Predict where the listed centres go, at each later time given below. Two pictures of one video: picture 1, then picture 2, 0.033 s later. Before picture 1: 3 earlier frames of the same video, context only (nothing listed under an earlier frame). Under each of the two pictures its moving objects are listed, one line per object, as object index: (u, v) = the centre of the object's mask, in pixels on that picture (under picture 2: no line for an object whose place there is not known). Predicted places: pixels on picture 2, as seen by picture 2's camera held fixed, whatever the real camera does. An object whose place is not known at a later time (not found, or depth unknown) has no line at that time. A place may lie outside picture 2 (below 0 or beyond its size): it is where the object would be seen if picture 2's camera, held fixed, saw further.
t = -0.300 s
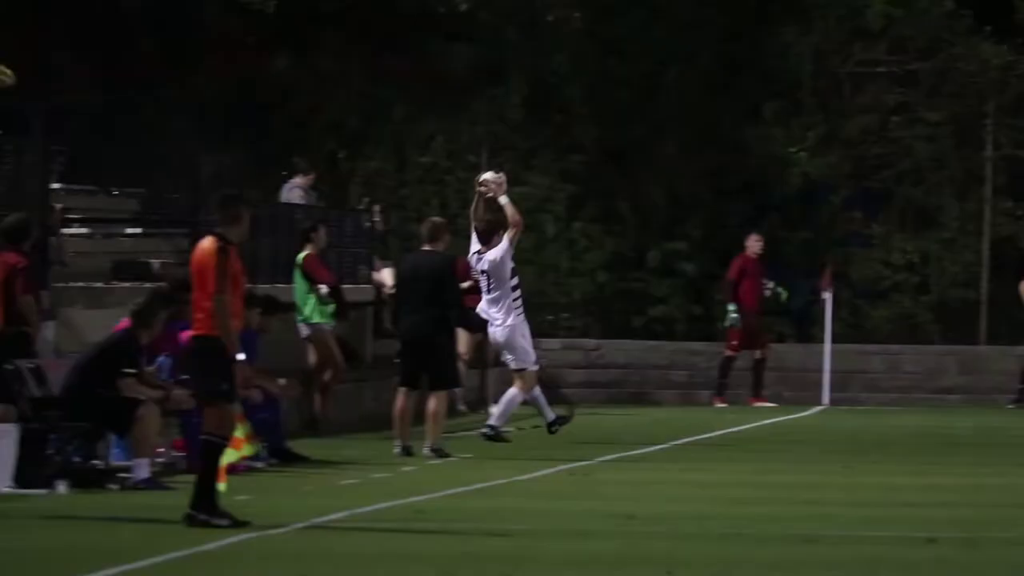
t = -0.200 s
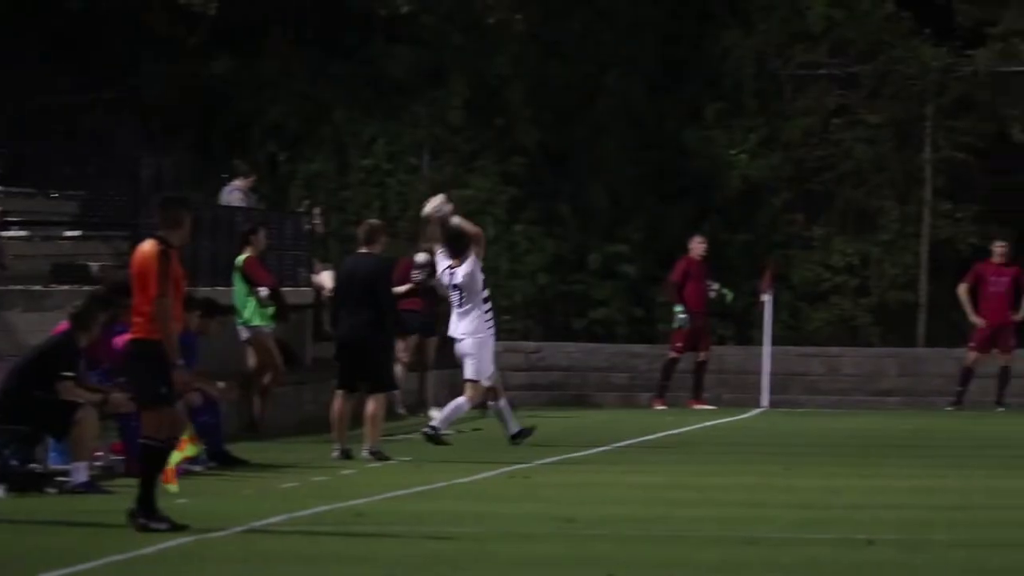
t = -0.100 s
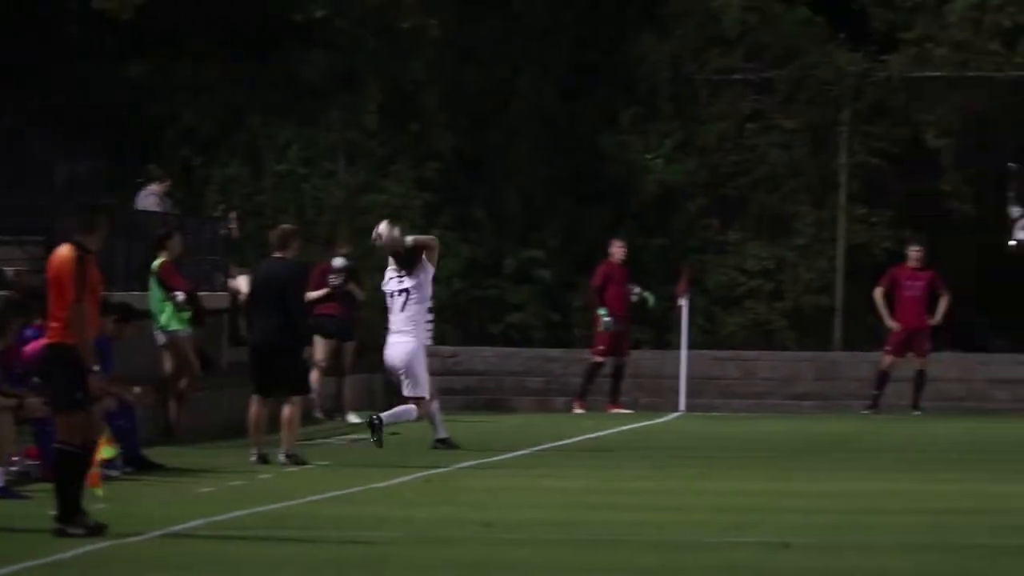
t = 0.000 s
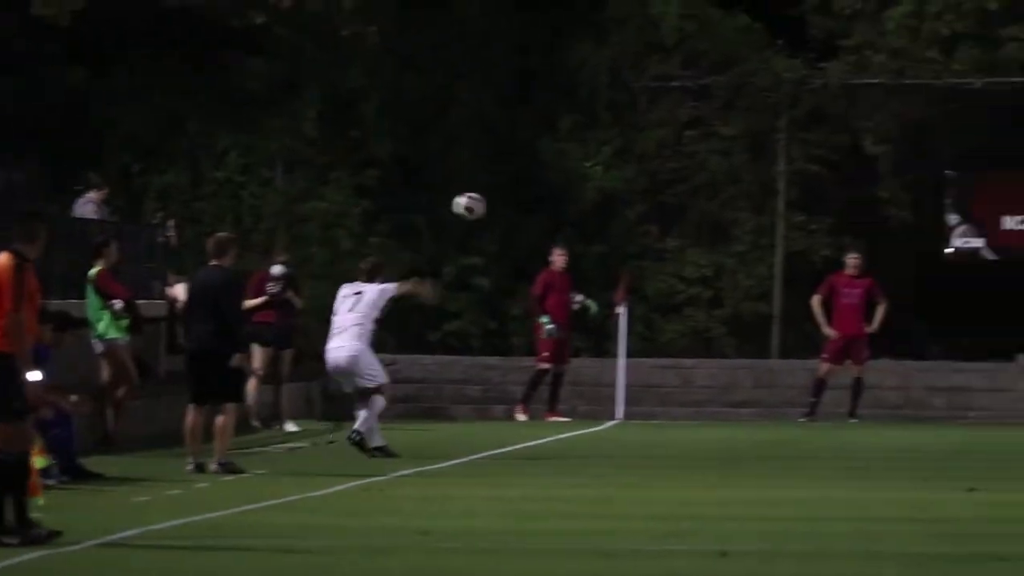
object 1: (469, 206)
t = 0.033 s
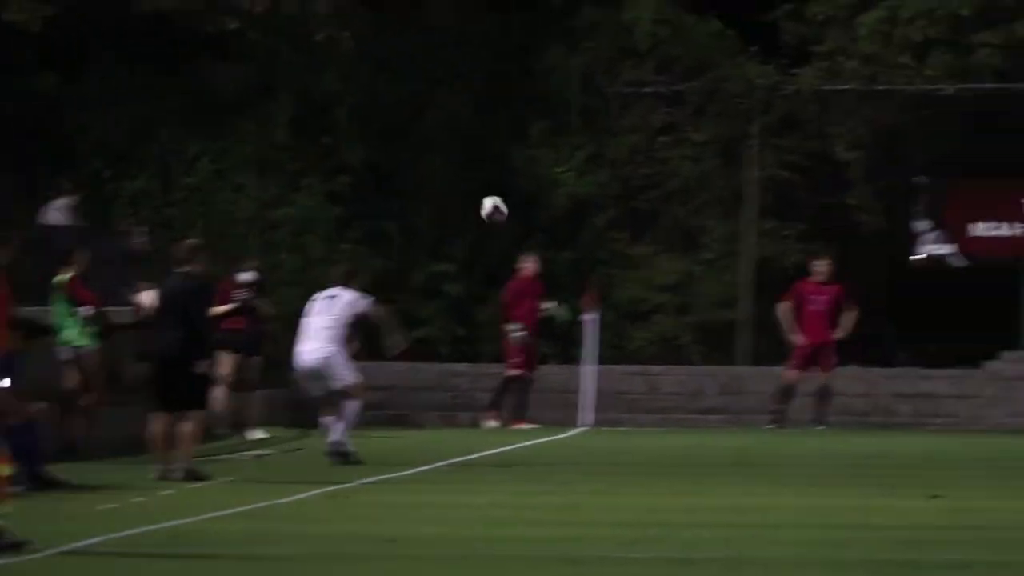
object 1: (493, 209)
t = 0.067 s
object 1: (545, 205)
